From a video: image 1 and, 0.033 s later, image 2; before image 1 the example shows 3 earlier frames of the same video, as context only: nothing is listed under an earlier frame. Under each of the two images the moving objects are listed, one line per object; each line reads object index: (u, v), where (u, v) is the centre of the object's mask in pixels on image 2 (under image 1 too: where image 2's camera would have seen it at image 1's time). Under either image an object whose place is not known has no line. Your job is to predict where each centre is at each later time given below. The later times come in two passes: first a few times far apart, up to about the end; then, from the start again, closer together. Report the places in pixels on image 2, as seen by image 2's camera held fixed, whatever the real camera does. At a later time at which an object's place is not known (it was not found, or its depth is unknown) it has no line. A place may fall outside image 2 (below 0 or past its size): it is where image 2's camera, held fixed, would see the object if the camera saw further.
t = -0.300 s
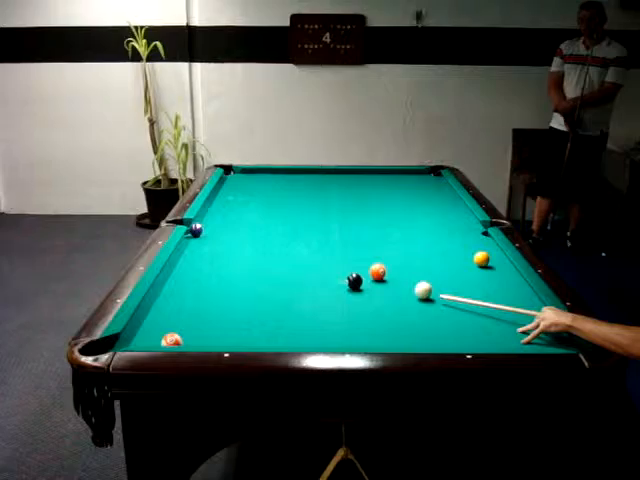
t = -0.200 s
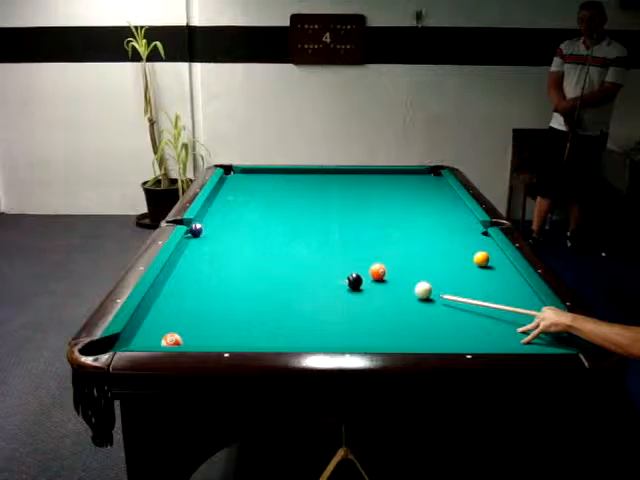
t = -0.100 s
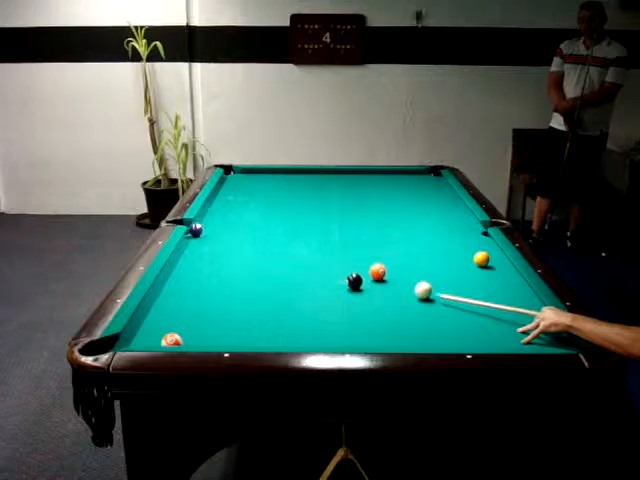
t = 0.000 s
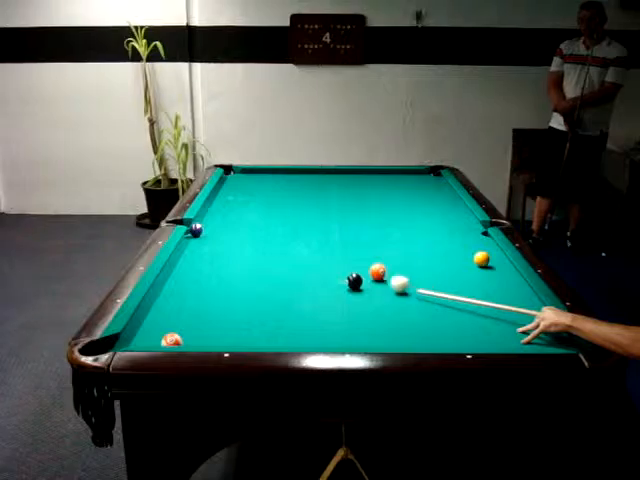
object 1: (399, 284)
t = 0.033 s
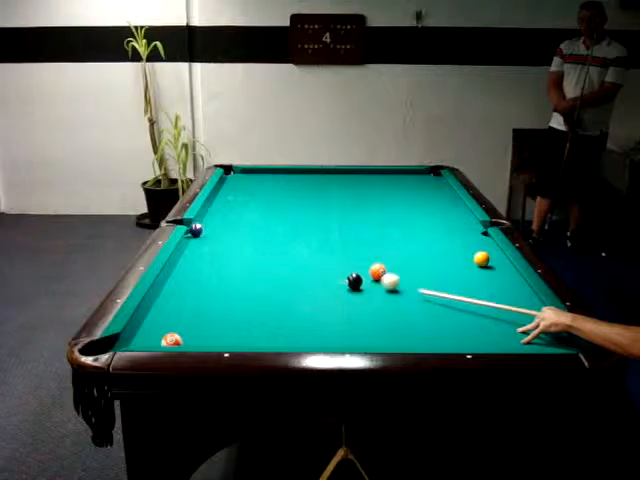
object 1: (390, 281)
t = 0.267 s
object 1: (344, 270)
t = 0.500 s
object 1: (307, 260)
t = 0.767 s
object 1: (266, 250)
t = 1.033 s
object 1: (231, 241)
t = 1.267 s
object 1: (203, 234)
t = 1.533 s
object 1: (195, 233)
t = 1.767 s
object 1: (204, 233)
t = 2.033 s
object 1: (212, 233)
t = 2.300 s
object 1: (219, 234)
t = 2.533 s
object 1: (224, 234)
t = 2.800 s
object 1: (229, 234)
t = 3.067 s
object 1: (231, 234)
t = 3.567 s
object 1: (235, 233)
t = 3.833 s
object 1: (234, 234)
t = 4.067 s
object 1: (234, 234)
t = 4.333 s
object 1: (234, 234)
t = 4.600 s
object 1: (234, 234)
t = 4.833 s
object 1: (234, 234)
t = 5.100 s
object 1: (234, 234)
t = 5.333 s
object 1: (234, 234)
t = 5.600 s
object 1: (234, 234)
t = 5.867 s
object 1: (234, 234)
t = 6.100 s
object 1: (234, 234)
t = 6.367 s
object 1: (234, 234)
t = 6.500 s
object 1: (234, 234)
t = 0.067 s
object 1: (383, 280)
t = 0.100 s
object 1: (376, 279)
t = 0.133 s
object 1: (369, 277)
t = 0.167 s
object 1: (364, 273)
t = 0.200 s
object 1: (357, 270)
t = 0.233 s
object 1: (350, 269)
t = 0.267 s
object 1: (344, 270)
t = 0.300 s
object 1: (339, 269)
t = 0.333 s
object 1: (334, 267)
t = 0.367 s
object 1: (328, 266)
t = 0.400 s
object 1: (322, 265)
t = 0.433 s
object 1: (317, 264)
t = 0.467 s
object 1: (311, 262)
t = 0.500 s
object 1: (307, 260)
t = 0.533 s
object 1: (301, 259)
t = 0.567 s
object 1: (296, 258)
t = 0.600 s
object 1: (290, 256)
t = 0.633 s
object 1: (286, 255)
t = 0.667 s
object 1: (281, 254)
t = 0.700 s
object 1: (276, 253)
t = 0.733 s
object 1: (271, 251)
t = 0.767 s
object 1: (266, 250)
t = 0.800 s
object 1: (262, 249)
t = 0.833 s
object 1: (257, 248)
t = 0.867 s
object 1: (253, 247)
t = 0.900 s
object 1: (248, 246)
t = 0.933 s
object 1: (244, 245)
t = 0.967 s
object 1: (239, 244)
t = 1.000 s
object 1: (235, 242)
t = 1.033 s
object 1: (231, 241)
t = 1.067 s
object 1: (227, 240)
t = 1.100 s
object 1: (223, 239)
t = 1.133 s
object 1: (219, 239)
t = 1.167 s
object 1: (215, 237)
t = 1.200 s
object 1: (211, 236)
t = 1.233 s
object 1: (207, 235)
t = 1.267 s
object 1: (203, 234)
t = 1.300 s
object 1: (200, 233)
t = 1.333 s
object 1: (197, 233)
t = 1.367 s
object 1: (195, 234)
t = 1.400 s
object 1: (192, 233)
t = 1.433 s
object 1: (192, 233)
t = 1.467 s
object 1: (193, 234)
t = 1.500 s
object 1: (194, 233)
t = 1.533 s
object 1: (195, 233)
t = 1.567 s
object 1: (197, 233)
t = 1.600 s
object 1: (198, 233)
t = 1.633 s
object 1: (199, 234)
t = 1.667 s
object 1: (199, 233)
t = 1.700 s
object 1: (201, 233)
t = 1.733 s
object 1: (203, 233)
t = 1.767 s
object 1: (204, 233)
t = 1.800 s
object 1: (205, 233)
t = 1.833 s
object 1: (206, 233)
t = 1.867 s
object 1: (207, 233)
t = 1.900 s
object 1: (208, 233)
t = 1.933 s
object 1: (209, 233)
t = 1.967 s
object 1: (210, 233)
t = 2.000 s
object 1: (211, 233)
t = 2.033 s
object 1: (212, 233)
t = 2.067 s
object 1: (213, 234)
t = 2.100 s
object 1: (214, 233)
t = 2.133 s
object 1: (215, 233)
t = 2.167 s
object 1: (216, 234)
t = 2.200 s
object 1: (217, 234)
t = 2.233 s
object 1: (218, 234)
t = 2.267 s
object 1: (218, 234)
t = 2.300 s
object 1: (219, 234)
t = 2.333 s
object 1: (220, 234)
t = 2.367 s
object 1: (221, 234)
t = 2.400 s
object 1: (221, 234)
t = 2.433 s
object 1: (222, 234)
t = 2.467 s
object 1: (223, 234)
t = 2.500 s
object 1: (223, 234)
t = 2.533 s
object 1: (224, 234)
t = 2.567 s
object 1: (226, 234)
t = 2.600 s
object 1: (225, 234)
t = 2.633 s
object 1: (226, 234)
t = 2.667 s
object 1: (227, 234)
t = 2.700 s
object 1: (227, 234)
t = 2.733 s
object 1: (228, 234)
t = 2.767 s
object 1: (228, 234)
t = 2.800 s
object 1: (229, 234)
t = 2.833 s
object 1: (229, 234)
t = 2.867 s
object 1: (230, 234)
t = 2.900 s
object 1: (230, 234)
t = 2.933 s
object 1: (230, 234)
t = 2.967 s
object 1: (231, 234)
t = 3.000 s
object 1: (231, 234)
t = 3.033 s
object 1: (231, 234)
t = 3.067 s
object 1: (231, 234)
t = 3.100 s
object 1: (232, 234)
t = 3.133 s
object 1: (232, 235)
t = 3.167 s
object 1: (233, 233)
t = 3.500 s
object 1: (237, 235)
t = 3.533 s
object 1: (235, 234)
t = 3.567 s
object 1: (235, 233)
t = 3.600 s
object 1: (235, 234)
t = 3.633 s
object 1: (235, 234)
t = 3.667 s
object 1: (235, 234)
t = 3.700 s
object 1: (234, 234)
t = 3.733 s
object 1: (234, 234)
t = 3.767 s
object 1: (234, 234)
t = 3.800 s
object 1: (234, 234)
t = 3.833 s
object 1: (234, 234)
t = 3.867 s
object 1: (234, 234)
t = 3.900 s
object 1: (234, 234)
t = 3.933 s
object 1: (234, 234)
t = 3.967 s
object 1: (234, 234)
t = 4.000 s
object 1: (234, 234)
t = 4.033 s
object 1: (234, 234)
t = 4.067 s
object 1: (234, 234)
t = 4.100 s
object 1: (234, 234)
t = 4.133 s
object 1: (234, 234)
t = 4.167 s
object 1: (234, 234)
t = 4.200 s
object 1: (234, 234)
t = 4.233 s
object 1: (234, 234)
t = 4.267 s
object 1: (234, 234)
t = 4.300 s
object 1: (234, 234)
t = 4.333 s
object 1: (234, 234)
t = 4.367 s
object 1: (234, 234)
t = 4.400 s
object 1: (234, 234)
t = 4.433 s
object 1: (234, 234)
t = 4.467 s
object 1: (234, 234)
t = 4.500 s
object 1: (234, 234)
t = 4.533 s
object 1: (234, 234)
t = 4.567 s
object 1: (234, 234)
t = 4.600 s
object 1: (234, 234)
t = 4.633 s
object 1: (234, 234)
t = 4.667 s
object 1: (234, 234)
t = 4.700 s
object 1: (234, 234)
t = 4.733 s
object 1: (234, 234)
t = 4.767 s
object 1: (234, 234)
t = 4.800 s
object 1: (234, 234)
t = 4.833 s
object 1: (234, 234)
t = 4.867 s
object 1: (234, 234)
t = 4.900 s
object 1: (234, 234)
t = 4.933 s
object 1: (234, 234)
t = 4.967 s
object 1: (234, 234)
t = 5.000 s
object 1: (234, 234)
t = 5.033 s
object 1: (234, 234)
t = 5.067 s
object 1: (234, 234)
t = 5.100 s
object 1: (234, 234)
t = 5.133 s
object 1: (234, 234)
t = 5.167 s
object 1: (234, 234)
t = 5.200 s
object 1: (234, 234)
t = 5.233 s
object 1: (234, 234)
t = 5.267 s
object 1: (234, 234)
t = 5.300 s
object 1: (234, 234)
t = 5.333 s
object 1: (234, 234)
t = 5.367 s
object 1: (234, 234)
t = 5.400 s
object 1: (234, 234)
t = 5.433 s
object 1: (234, 234)
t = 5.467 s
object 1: (234, 234)
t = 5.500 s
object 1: (234, 234)
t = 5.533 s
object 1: (234, 234)
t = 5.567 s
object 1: (234, 234)
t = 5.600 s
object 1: (234, 234)
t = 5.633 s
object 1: (234, 234)
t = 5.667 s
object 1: (234, 234)
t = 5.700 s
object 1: (234, 234)
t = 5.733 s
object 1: (234, 234)
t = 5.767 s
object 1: (234, 234)
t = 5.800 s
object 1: (234, 234)
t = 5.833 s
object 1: (234, 234)
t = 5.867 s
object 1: (234, 234)
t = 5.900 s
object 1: (234, 234)
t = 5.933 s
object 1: (234, 234)
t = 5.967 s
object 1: (234, 234)
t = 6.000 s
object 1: (234, 234)
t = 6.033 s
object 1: (234, 234)
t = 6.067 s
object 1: (234, 234)
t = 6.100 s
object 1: (234, 234)
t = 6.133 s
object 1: (234, 234)
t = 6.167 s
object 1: (234, 234)
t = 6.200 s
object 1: (234, 234)
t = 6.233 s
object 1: (234, 234)
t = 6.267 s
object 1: (234, 234)
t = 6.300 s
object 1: (234, 234)
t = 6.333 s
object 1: (234, 234)
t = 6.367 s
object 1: (234, 234)
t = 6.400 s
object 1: (234, 234)
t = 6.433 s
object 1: (234, 234)
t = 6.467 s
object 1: (234, 234)
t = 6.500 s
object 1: (234, 234)
